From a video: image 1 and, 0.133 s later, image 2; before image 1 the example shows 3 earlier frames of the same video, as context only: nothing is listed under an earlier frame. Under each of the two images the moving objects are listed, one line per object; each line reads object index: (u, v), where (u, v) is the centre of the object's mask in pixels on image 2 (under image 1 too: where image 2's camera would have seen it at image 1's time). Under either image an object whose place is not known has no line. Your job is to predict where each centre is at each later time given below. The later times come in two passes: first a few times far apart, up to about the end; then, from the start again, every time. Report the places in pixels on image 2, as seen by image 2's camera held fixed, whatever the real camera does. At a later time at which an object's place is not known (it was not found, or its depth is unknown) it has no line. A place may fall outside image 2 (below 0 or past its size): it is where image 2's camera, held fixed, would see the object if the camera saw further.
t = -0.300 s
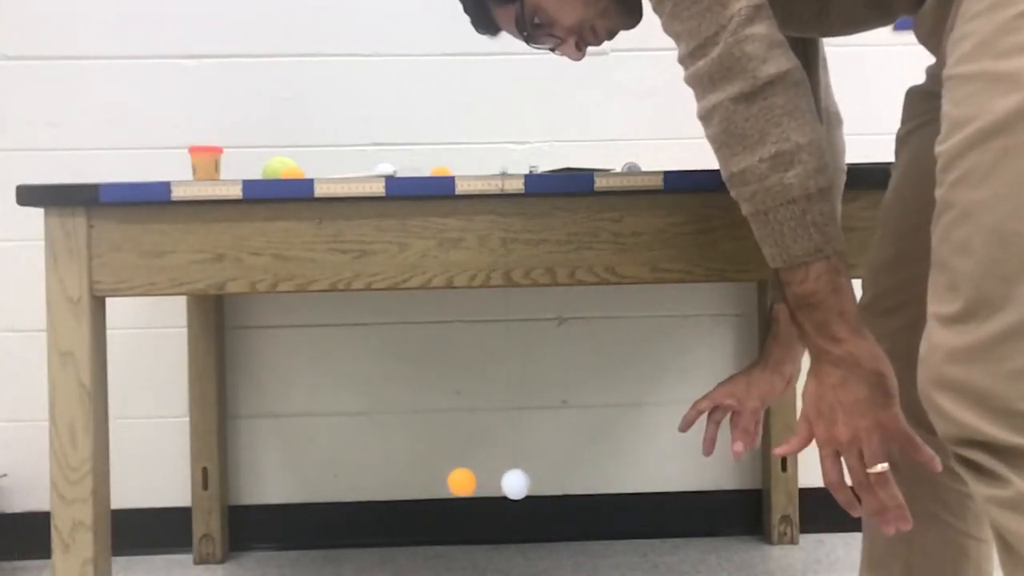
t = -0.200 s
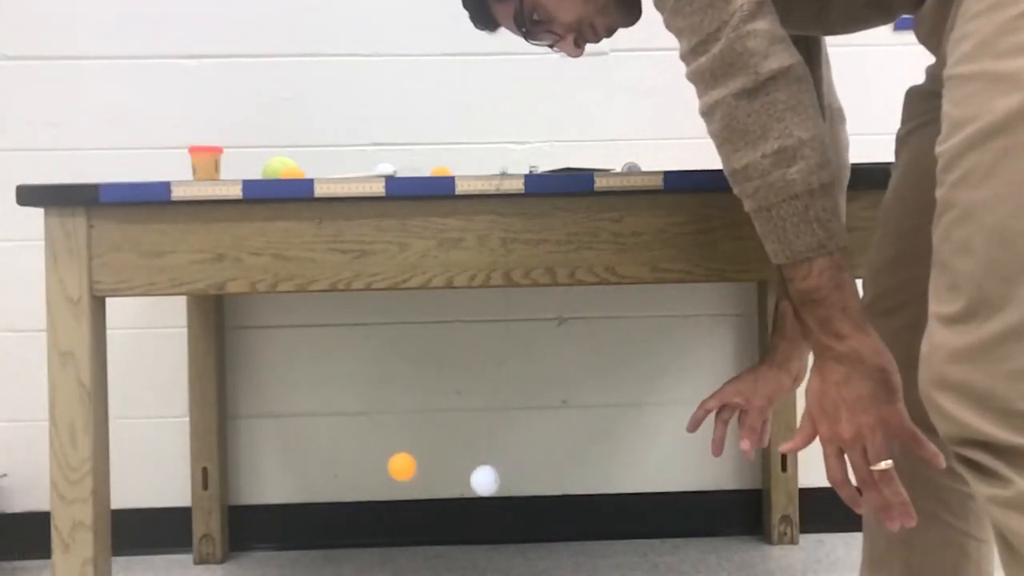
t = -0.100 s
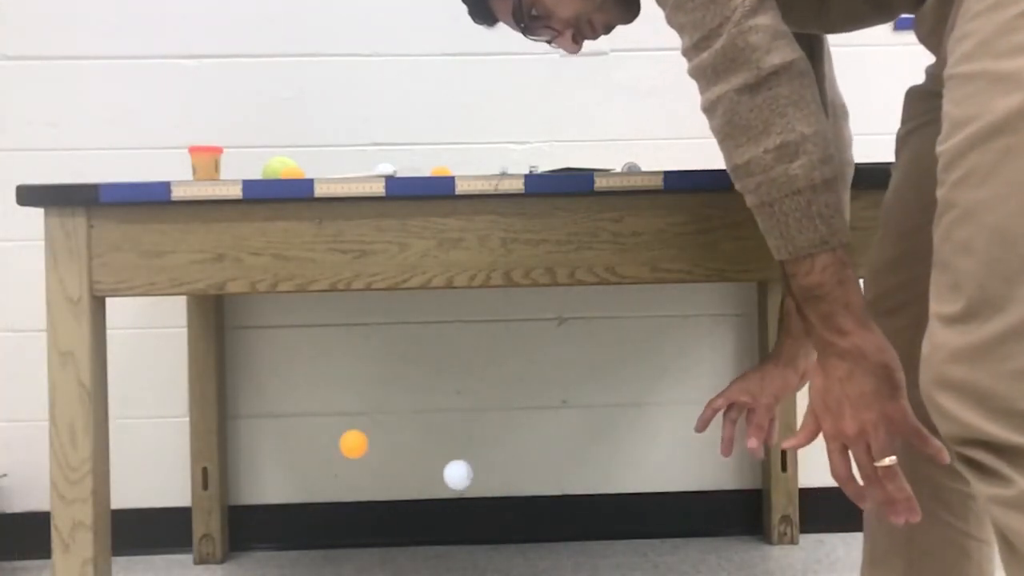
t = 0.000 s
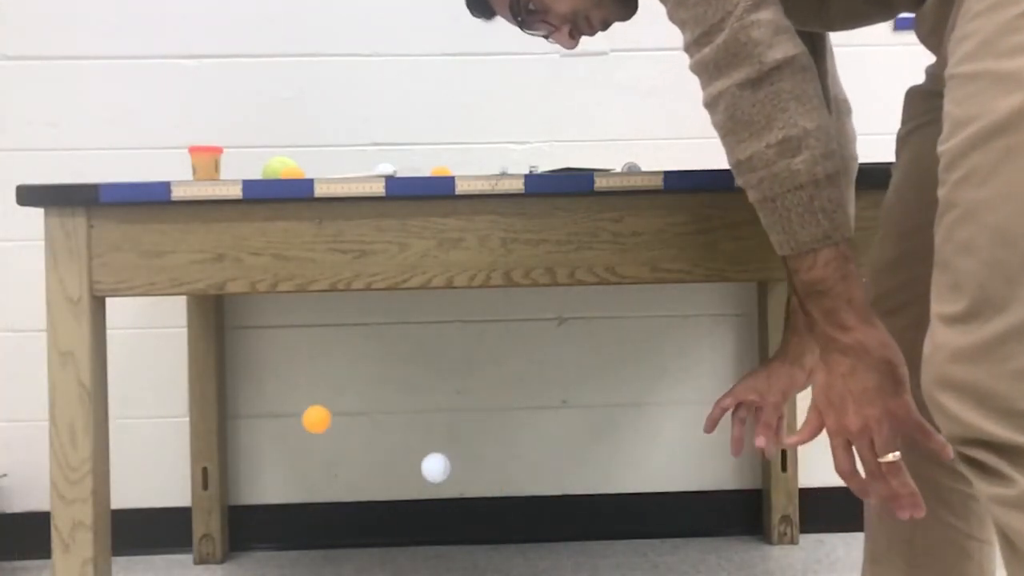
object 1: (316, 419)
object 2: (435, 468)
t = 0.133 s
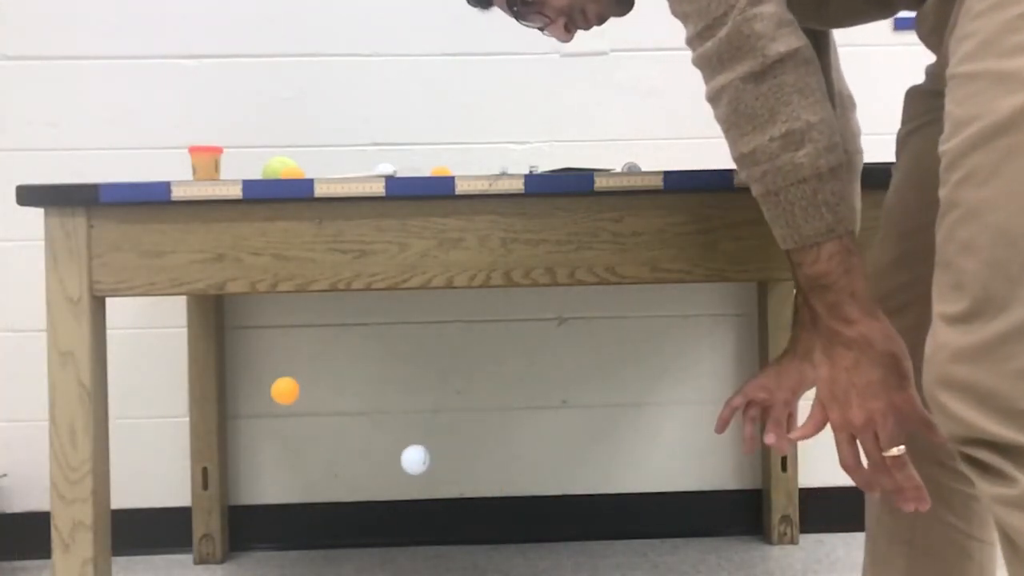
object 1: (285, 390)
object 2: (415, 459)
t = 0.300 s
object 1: (270, 374)
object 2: (405, 455)
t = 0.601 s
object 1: (303, 407)
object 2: (432, 465)
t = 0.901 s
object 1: (425, 474)
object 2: (509, 482)
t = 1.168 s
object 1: (552, 483)
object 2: (593, 478)
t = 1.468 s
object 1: (566, 486)
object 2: (667, 456)
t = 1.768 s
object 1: (553, 490)
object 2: (679, 450)
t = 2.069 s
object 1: (520, 491)
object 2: (629, 470)
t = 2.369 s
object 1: (485, 486)
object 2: (535, 484)
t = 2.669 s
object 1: (384, 455)
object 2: (449, 472)
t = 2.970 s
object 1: (319, 412)
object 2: (410, 457)
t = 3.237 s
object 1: (324, 416)
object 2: (422, 462)
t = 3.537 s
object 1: (399, 462)
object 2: (485, 479)
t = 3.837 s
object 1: (533, 486)
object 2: (576, 481)
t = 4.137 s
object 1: (618, 473)
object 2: (649, 463)
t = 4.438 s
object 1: (633, 469)
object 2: (672, 454)
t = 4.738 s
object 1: (591, 482)
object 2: (636, 468)
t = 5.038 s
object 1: (514, 490)
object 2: (553, 484)
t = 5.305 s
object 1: (442, 475)
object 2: (473, 477)
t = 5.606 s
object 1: (383, 444)
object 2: (418, 460)
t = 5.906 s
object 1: (380, 440)
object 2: (417, 460)
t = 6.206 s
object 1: (430, 464)
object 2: (470, 477)
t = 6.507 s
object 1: (521, 484)
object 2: (557, 483)
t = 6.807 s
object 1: (612, 474)
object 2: (636, 468)
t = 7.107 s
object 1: (654, 458)
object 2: (672, 456)
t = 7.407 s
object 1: (634, 467)
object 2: (649, 466)
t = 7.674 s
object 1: (568, 485)
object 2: (583, 478)
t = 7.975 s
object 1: (464, 489)
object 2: (490, 479)
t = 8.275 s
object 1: (388, 468)
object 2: (429, 463)
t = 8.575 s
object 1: (373, 455)
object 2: (419, 460)
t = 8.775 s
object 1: (396, 461)
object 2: (441, 469)
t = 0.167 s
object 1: (280, 386)
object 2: (411, 458)
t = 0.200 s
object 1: (276, 381)
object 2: (409, 457)
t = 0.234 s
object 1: (273, 377)
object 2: (407, 456)
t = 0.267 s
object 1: (271, 375)
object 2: (406, 455)
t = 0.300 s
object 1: (270, 374)
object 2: (405, 455)
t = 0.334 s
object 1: (270, 374)
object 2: (405, 455)
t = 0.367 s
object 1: (271, 374)
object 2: (406, 455)
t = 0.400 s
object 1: (272, 376)
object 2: (408, 456)
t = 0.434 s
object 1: (275, 380)
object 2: (410, 457)
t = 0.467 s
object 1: (278, 383)
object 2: (413, 458)
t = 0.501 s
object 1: (283, 388)
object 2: (417, 460)
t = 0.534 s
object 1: (288, 394)
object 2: (422, 461)
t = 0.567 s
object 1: (295, 400)
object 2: (427, 463)
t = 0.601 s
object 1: (303, 407)
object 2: (432, 465)
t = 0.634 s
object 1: (311, 415)
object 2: (439, 468)
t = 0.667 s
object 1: (322, 423)
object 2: (446, 470)
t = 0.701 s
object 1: (333, 431)
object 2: (454, 472)
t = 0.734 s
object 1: (346, 439)
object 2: (462, 474)
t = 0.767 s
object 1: (359, 447)
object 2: (470, 476)
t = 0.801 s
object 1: (374, 455)
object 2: (479, 478)
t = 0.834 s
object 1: (390, 462)
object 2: (489, 479)
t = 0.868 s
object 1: (407, 468)
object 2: (499, 480)
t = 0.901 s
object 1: (425, 474)
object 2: (509, 482)
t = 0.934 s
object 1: (443, 478)
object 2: (520, 482)
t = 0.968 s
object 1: (463, 482)
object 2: (530, 483)
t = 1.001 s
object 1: (481, 484)
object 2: (540, 483)
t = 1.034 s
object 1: (501, 485)
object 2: (551, 483)
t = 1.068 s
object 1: (521, 485)
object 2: (561, 482)
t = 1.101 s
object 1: (541, 484)
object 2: (572, 481)
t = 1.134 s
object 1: (549, 483)
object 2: (582, 480)
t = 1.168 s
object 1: (552, 483)
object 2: (593, 478)
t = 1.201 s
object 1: (555, 484)
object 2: (603, 476)
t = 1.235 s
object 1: (558, 484)
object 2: (616, 473)
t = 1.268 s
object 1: (560, 485)
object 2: (625, 470)
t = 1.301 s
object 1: (562, 485)
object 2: (633, 468)
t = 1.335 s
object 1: (563, 485)
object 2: (641, 465)
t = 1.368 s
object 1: (564, 485)
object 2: (649, 462)
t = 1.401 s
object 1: (565, 486)
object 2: (656, 460)
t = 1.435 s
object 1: (566, 486)
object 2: (662, 458)
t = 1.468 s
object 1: (566, 486)
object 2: (667, 456)
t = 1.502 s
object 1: (566, 487)
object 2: (671, 453)
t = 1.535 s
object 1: (565, 487)
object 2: (675, 452)
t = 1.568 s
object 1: (565, 487)
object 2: (678, 450)
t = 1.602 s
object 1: (563, 488)
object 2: (680, 449)
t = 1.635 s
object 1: (562, 488)
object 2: (681, 449)
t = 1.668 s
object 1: (560, 489)
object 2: (682, 449)
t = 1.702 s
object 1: (558, 489)
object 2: (682, 449)
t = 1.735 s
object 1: (555, 489)
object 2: (681, 449)
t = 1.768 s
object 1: (553, 490)
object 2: (679, 450)
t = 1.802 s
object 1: (550, 490)
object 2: (677, 451)
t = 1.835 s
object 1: (546, 491)
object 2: (674, 453)
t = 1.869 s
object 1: (543, 491)
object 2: (669, 455)
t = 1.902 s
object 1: (540, 491)
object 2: (665, 457)
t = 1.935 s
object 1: (536, 491)
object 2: (659, 460)
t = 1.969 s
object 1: (532, 491)
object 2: (653, 462)
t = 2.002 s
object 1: (528, 491)
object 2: (646, 465)
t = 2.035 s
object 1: (524, 491)
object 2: (638, 468)
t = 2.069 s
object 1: (520, 491)
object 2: (629, 470)
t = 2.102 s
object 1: (516, 491)
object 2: (621, 473)
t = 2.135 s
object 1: (512, 491)
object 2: (611, 475)
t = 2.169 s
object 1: (508, 490)
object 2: (601, 478)
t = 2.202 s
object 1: (504, 490)
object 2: (591, 480)
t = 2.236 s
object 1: (500, 489)
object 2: (580, 482)
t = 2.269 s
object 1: (496, 488)
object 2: (569, 483)
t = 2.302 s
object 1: (492, 488)
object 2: (558, 484)
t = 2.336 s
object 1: (489, 487)
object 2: (546, 484)
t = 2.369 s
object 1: (485, 486)
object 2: (535, 484)
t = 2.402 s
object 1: (482, 484)
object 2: (523, 484)
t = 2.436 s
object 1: (479, 484)
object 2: (512, 483)
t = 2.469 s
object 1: (471, 482)
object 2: (502, 483)
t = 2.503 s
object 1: (454, 479)
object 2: (492, 481)
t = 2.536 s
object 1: (439, 475)
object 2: (482, 479)
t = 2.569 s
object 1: (423, 471)
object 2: (473, 477)
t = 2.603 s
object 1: (409, 466)
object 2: (465, 476)
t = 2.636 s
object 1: (396, 461)
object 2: (457, 474)
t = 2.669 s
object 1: (384, 455)
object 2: (449, 472)
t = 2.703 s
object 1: (373, 449)
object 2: (442, 469)
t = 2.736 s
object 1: (362, 443)
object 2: (436, 467)
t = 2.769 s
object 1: (353, 437)
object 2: (430, 465)
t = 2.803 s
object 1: (345, 432)
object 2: (425, 464)
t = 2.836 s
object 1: (338, 427)
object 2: (420, 462)
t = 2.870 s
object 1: (332, 422)
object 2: (417, 460)
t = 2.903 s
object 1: (327, 418)
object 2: (414, 459)
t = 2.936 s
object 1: (322, 414)
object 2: (411, 458)
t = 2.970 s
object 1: (319, 412)
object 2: (410, 457)
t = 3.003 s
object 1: (316, 410)
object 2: (409, 456)
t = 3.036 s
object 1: (315, 408)
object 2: (409, 456)
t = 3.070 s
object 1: (314, 408)
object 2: (409, 456)
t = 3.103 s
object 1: (315, 408)
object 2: (410, 457)
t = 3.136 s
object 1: (316, 409)
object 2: (412, 458)
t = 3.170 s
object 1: (318, 411)
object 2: (415, 459)
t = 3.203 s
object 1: (320, 413)
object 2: (418, 460)
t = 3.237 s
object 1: (324, 416)
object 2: (422, 462)
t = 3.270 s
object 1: (329, 420)
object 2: (427, 463)
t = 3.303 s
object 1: (334, 424)
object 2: (432, 465)
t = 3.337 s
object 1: (340, 429)
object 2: (438, 467)
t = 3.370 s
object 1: (348, 434)
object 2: (444, 470)
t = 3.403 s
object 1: (356, 439)
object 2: (452, 472)
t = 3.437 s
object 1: (366, 445)
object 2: (459, 473)
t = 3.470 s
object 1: (376, 451)
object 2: (467, 475)
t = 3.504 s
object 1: (387, 457)
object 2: (476, 478)
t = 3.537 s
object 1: (399, 462)
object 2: (485, 479)
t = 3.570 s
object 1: (412, 467)
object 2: (495, 480)
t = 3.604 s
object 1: (426, 472)
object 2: (505, 481)
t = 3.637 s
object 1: (440, 476)
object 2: (515, 483)
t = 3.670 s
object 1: (455, 479)
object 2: (525, 483)
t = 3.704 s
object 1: (470, 482)
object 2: (535, 483)
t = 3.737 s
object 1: (485, 484)
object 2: (545, 483)
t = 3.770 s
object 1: (501, 486)
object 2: (556, 483)
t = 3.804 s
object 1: (517, 486)
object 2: (566, 482)
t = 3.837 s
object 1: (533, 486)
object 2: (576, 481)
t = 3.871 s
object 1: (549, 484)
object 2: (585, 480)
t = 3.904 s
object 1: (565, 483)
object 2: (595, 478)
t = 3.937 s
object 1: (579, 480)
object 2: (604, 477)
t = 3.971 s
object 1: (587, 479)
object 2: (613, 475)
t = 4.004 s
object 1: (594, 478)
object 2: (621, 472)
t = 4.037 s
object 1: (601, 476)
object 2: (629, 470)
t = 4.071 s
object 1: (607, 475)
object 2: (636, 468)
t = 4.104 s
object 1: (613, 474)
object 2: (643, 465)
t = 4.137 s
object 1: (618, 473)
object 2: (649, 463)
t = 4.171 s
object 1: (623, 471)
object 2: (655, 461)
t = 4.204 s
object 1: (626, 470)
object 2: (659, 459)
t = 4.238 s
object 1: (629, 469)
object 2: (663, 457)
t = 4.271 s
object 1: (631, 468)
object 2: (667, 455)
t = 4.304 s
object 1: (633, 468)
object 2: (669, 455)
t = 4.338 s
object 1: (634, 467)
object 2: (671, 454)
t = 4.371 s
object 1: (634, 468)
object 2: (672, 454)
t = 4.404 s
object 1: (634, 468)
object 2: (672, 453)
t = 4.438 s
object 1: (633, 469)
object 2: (672, 454)
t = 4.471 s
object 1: (631, 469)
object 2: (671, 454)
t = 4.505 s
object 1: (629, 470)
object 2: (669, 455)
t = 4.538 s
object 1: (625, 471)
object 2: (666, 456)
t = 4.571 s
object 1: (621, 473)
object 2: (663, 457)
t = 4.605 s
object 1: (617, 475)
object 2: (659, 459)
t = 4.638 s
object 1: (611, 477)
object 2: (654, 461)
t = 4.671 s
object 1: (605, 479)
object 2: (649, 463)
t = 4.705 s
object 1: (598, 480)
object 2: (642, 466)
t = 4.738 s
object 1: (591, 482)
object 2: (636, 468)
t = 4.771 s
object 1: (584, 484)
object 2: (628, 470)
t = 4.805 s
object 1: (576, 486)
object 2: (620, 473)
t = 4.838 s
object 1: (568, 488)
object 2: (611, 475)
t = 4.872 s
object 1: (559, 488)
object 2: (603, 477)
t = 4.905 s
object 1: (550, 489)
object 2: (593, 479)
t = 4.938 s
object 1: (541, 489)
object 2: (584, 481)
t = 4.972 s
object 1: (532, 490)
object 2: (574, 482)
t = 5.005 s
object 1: (523, 490)
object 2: (563, 483)
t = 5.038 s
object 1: (514, 490)
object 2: (553, 484)
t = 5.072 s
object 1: (505, 489)
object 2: (542, 484)
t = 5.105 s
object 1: (496, 488)
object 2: (532, 484)
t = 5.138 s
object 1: (487, 486)
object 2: (521, 483)
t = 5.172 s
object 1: (479, 484)
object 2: (511, 483)
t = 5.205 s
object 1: (471, 483)
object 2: (501, 482)
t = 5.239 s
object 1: (462, 480)
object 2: (491, 481)
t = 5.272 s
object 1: (452, 478)
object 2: (482, 479)
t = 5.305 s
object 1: (442, 475)
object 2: (473, 477)
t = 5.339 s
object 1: (433, 471)
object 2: (465, 475)
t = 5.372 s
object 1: (424, 467)
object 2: (457, 473)
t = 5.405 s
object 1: (416, 463)
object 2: (449, 471)
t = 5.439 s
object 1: (408, 460)
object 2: (443, 469)
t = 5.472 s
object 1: (402, 457)
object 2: (436, 467)
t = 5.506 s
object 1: (396, 453)
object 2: (431, 465)
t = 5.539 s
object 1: (391, 450)
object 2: (426, 464)
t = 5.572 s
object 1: (386, 447)
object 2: (422, 462)
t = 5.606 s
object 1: (383, 444)
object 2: (418, 460)
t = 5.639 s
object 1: (379, 442)
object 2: (416, 459)
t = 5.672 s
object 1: (377, 440)
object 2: (413, 458)
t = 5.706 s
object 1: (375, 439)
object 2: (412, 458)
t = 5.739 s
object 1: (374, 438)
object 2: (411, 457)
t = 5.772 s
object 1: (374, 437)
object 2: (411, 457)
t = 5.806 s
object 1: (374, 437)
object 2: (411, 458)
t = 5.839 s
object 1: (376, 437)
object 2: (413, 458)
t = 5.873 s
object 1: (377, 438)
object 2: (415, 459)
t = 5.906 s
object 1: (380, 440)
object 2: (417, 460)
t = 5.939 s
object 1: (382, 442)
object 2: (421, 462)
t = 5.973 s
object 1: (386, 443)
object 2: (425, 463)
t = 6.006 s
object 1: (390, 446)
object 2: (429, 465)
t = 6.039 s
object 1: (396, 449)
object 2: (435, 467)
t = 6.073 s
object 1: (401, 451)
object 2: (441, 469)
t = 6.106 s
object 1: (407, 455)
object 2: (447, 471)
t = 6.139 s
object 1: (414, 458)
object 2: (455, 473)
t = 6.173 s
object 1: (422, 461)
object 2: (462, 475)
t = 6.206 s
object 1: (430, 464)
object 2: (470, 477)
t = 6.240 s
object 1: (439, 467)
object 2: (479, 479)
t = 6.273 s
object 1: (448, 471)
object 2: (488, 480)
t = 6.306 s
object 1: (457, 473)
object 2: (497, 482)
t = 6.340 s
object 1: (467, 476)
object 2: (507, 483)
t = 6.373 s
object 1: (477, 479)
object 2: (517, 483)
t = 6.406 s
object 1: (488, 480)
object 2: (527, 484)
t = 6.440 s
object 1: (499, 482)
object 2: (537, 484)
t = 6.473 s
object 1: (510, 483)
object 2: (547, 484)
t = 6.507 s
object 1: (521, 484)
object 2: (557, 483)
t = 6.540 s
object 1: (532, 485)
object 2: (567, 483)
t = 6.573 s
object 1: (543, 485)
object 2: (577, 481)
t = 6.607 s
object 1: (554, 484)
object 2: (586, 480)
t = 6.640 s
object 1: (564, 483)
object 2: (595, 479)
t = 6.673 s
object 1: (575, 482)
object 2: (604, 477)
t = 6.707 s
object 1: (585, 480)
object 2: (613, 476)
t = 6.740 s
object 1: (594, 479)
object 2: (621, 473)
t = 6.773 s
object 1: (603, 477)
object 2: (629, 471)
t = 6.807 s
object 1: (612, 474)
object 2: (636, 468)
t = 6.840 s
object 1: (619, 471)
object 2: (642, 466)
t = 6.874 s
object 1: (626, 470)
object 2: (648, 464)
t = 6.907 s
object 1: (632, 467)
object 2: (654, 462)
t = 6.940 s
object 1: (638, 465)
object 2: (659, 460)
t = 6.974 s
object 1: (643, 463)
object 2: (663, 459)
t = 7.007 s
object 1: (647, 461)
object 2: (666, 458)
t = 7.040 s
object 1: (650, 460)
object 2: (669, 457)
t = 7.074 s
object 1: (653, 459)
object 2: (671, 456)
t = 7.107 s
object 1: (654, 458)
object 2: (672, 456)
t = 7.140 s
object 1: (655, 458)
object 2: (673, 456)
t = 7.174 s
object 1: (655, 458)
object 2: (672, 456)
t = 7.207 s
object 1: (655, 458)
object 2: (671, 457)
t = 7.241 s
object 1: (654, 459)
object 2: (669, 458)
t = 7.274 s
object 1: (651, 460)
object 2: (667, 459)
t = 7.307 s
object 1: (648, 461)
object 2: (663, 461)
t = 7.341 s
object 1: (644, 463)
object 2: (659, 463)
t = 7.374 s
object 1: (639, 465)
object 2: (654, 464)
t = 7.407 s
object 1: (634, 467)
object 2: (649, 466)
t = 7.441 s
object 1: (628, 469)
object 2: (642, 468)
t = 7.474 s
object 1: (621, 471)
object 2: (636, 469)
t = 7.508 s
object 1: (613, 474)
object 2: (628, 471)
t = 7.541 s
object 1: (605, 476)
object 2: (620, 473)
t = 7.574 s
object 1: (597, 478)
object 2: (611, 475)
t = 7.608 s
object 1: (588, 481)
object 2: (602, 476)
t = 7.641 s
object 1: (578, 483)
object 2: (593, 477)
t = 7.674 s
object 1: (568, 485)
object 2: (583, 478)
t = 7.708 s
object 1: (557, 487)
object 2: (573, 480)
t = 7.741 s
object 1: (545, 489)
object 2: (562, 481)
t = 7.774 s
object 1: (534, 490)
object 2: (552, 481)
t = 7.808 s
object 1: (522, 491)
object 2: (541, 482)
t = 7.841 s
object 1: (510, 492)
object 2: (530, 481)
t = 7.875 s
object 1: (498, 492)
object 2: (520, 482)
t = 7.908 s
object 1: (487, 491)
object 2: (510, 481)
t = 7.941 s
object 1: (475, 490)
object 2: (500, 480)
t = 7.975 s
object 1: (464, 489)
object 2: (490, 479)
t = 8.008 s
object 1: (453, 488)
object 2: (481, 478)
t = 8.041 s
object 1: (443, 486)
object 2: (473, 476)
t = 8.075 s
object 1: (433, 483)
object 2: (465, 474)
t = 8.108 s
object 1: (424, 481)
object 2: (458, 472)
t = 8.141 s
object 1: (416, 478)
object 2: (451, 470)
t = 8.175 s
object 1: (408, 476)
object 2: (445, 468)
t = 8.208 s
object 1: (400, 473)
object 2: (439, 467)
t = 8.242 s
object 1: (394, 470)
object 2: (434, 465)
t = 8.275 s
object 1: (388, 468)
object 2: (429, 463)
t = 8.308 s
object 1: (384, 465)
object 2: (426, 462)
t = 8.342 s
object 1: (379, 463)
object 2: (423, 461)
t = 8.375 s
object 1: (376, 461)
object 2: (420, 460)
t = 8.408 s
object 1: (374, 459)
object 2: (418, 459)
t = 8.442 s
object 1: (372, 458)
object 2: (417, 459)
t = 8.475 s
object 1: (371, 457)
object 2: (416, 458)
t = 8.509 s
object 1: (371, 456)
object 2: (417, 458)
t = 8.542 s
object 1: (372, 456)
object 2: (417, 459)
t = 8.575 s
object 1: (373, 455)
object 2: (419, 460)
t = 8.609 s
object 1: (375, 456)
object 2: (421, 461)
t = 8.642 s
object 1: (378, 456)
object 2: (424, 462)
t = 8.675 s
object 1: (381, 457)
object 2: (427, 463)
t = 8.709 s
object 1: (385, 458)
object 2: (432, 465)
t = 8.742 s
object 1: (390, 459)
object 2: (436, 467)
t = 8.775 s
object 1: (396, 461)
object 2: (441, 469)
